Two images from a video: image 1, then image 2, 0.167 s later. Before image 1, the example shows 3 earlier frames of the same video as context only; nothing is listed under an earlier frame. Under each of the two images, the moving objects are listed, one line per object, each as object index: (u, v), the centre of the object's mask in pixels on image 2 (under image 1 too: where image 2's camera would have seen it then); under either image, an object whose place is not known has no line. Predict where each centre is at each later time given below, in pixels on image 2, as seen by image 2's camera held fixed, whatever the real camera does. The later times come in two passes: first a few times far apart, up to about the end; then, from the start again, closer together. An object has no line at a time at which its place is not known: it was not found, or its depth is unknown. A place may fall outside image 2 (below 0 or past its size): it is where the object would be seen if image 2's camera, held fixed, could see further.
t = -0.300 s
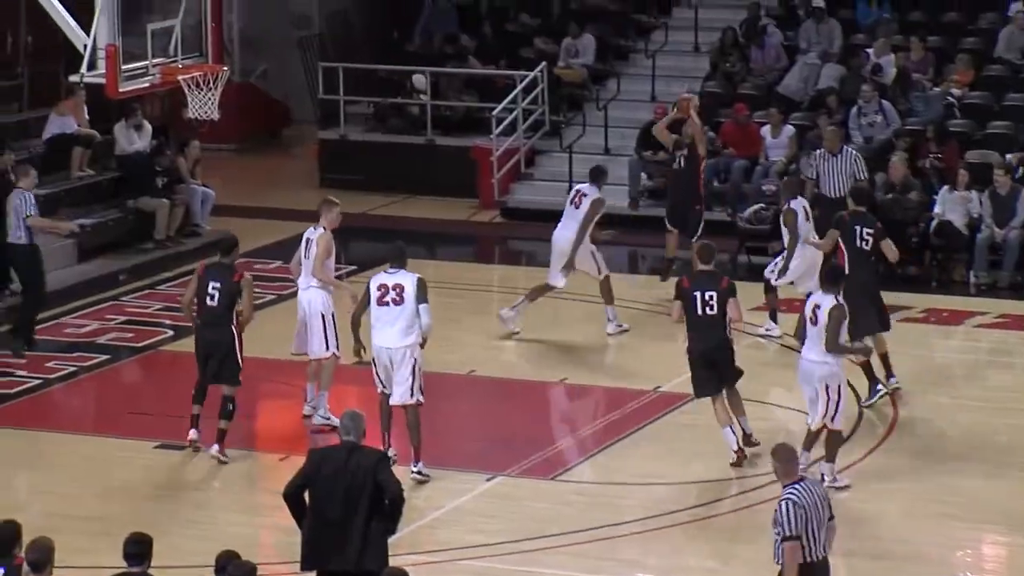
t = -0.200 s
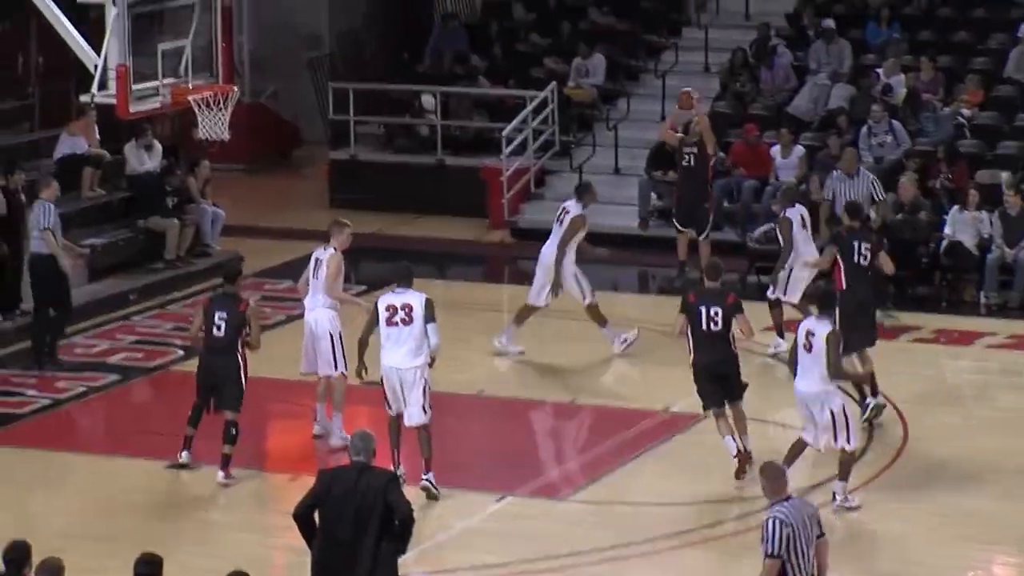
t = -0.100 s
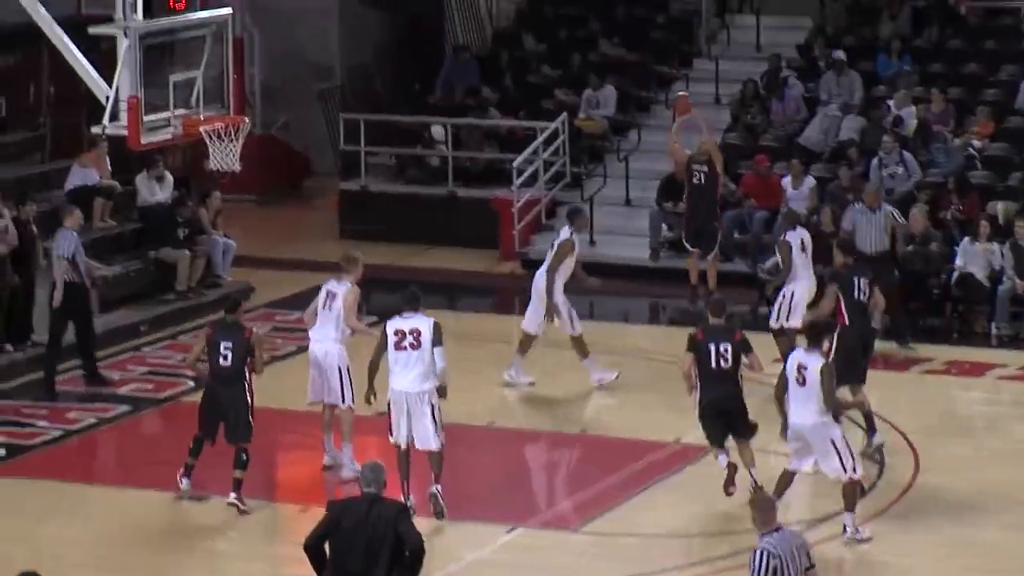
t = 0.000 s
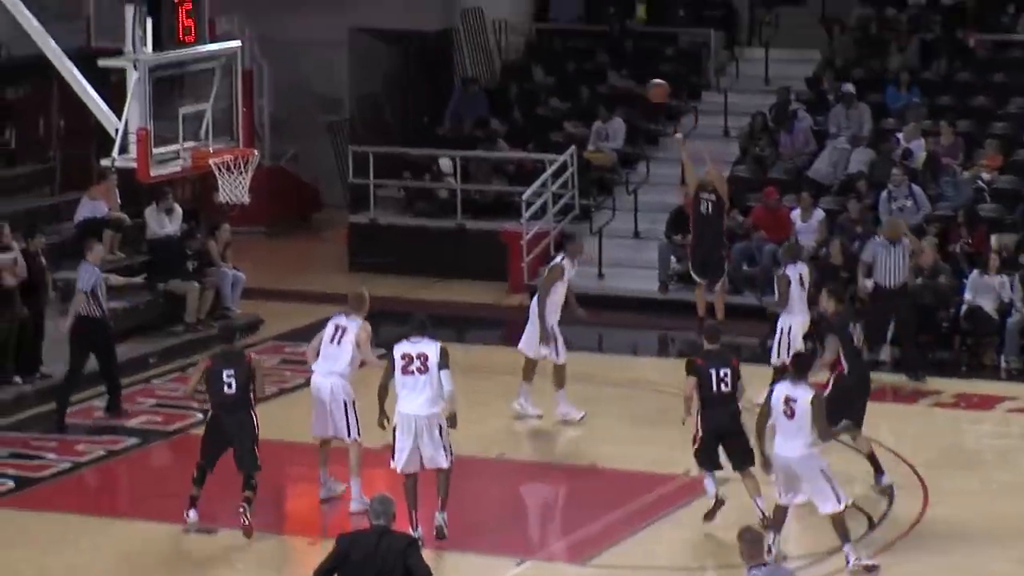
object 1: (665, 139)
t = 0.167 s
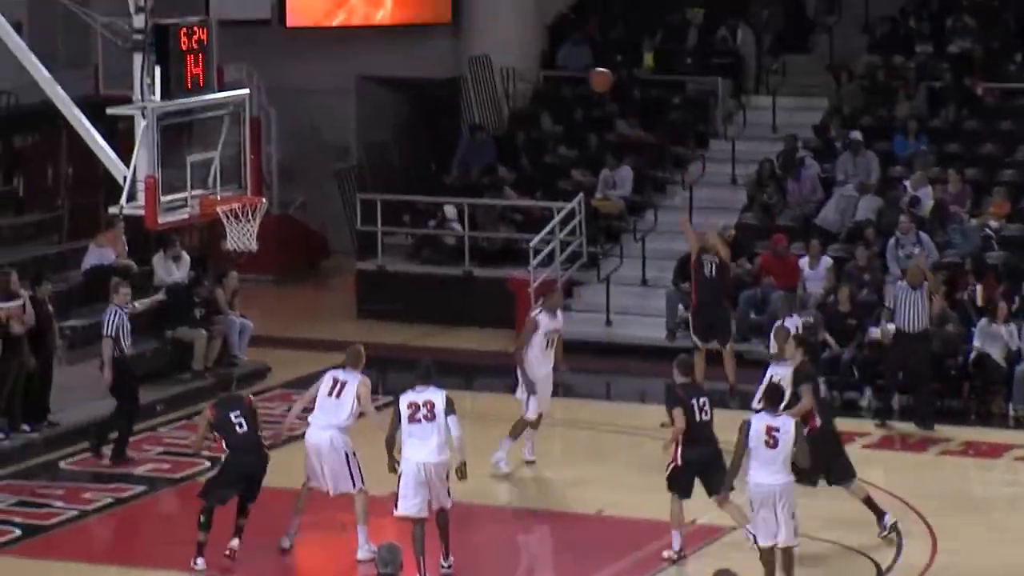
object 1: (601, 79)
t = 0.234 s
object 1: (574, 63)
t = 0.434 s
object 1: (494, 37)
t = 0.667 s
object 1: (398, 58)
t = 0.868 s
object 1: (312, 121)
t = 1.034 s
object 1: (251, 182)
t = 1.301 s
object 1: (294, 132)
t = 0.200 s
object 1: (587, 70)
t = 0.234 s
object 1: (574, 63)
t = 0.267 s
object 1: (561, 57)
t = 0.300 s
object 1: (548, 51)
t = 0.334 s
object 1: (535, 44)
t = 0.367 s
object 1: (521, 42)
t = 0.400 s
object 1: (507, 39)
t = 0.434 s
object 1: (494, 37)
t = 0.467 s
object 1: (482, 38)
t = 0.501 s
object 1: (468, 38)
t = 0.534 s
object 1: (454, 39)
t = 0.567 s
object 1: (440, 41)
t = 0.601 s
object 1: (425, 44)
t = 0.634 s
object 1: (412, 51)
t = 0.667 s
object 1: (398, 58)
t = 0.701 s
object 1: (383, 66)
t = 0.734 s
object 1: (370, 74)
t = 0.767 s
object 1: (354, 84)
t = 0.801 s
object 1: (340, 94)
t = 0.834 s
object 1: (326, 106)
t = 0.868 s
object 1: (312, 121)
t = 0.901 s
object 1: (298, 135)
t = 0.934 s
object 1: (285, 151)
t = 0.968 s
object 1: (267, 169)
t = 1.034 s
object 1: (251, 182)
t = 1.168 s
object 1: (259, 145)
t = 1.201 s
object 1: (268, 139)
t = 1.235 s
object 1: (277, 137)
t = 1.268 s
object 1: (285, 133)
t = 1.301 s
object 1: (294, 132)
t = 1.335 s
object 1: (302, 132)
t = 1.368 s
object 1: (311, 133)
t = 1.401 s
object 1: (319, 136)
